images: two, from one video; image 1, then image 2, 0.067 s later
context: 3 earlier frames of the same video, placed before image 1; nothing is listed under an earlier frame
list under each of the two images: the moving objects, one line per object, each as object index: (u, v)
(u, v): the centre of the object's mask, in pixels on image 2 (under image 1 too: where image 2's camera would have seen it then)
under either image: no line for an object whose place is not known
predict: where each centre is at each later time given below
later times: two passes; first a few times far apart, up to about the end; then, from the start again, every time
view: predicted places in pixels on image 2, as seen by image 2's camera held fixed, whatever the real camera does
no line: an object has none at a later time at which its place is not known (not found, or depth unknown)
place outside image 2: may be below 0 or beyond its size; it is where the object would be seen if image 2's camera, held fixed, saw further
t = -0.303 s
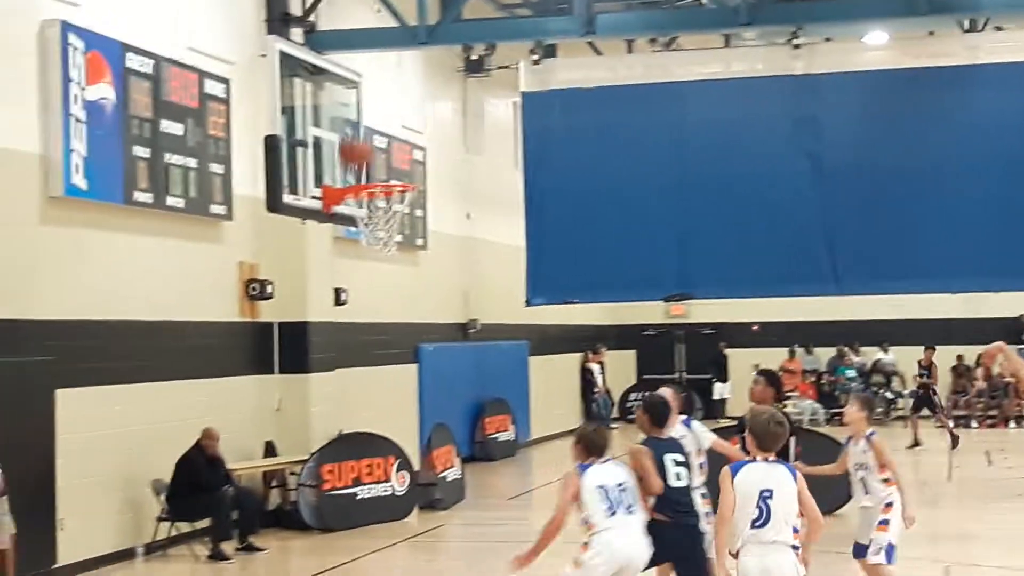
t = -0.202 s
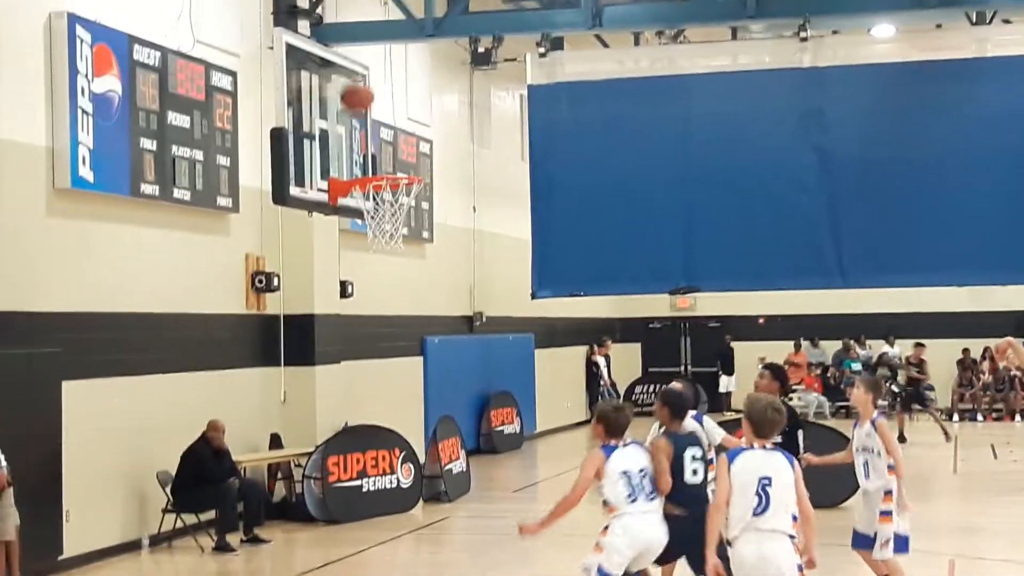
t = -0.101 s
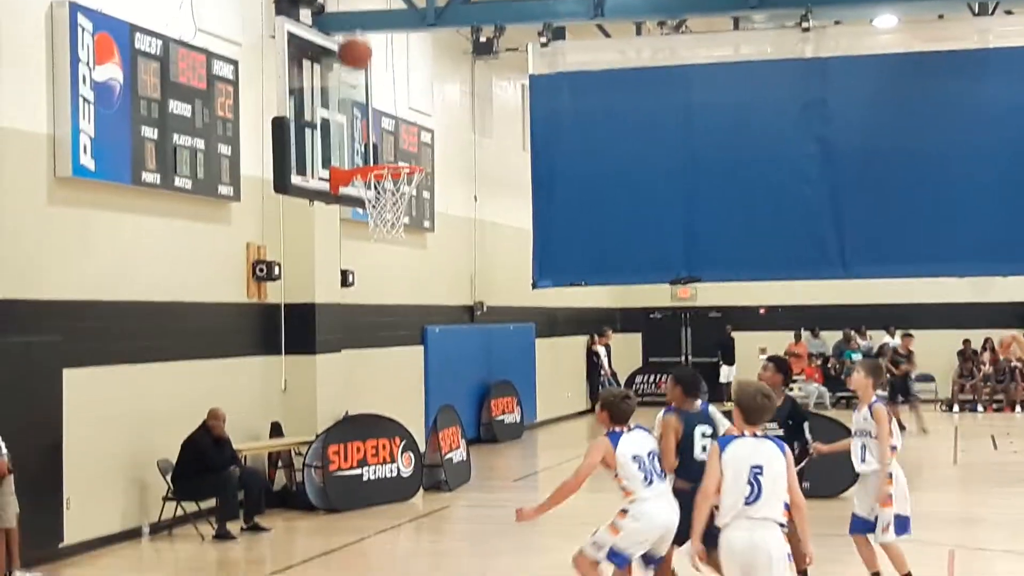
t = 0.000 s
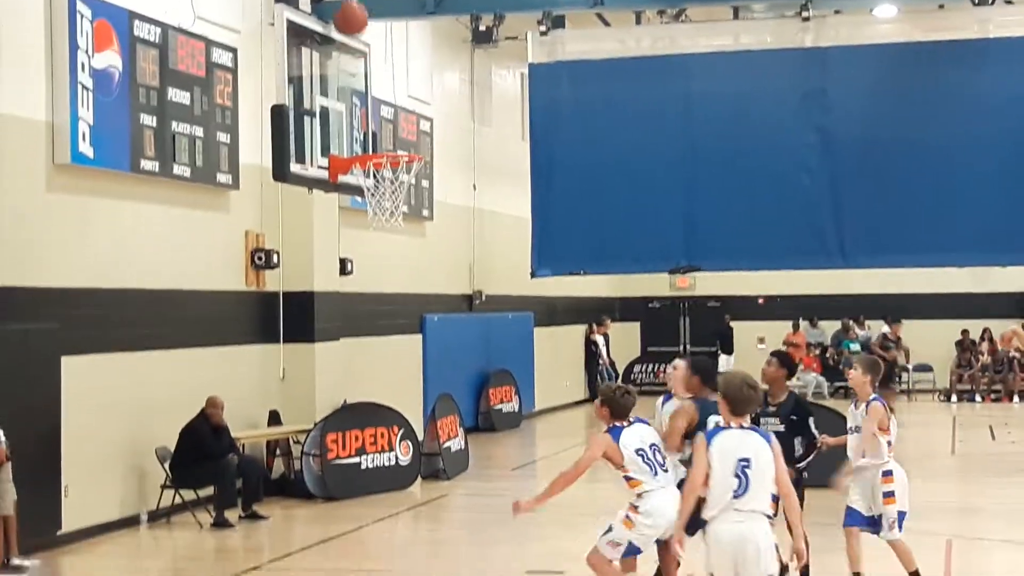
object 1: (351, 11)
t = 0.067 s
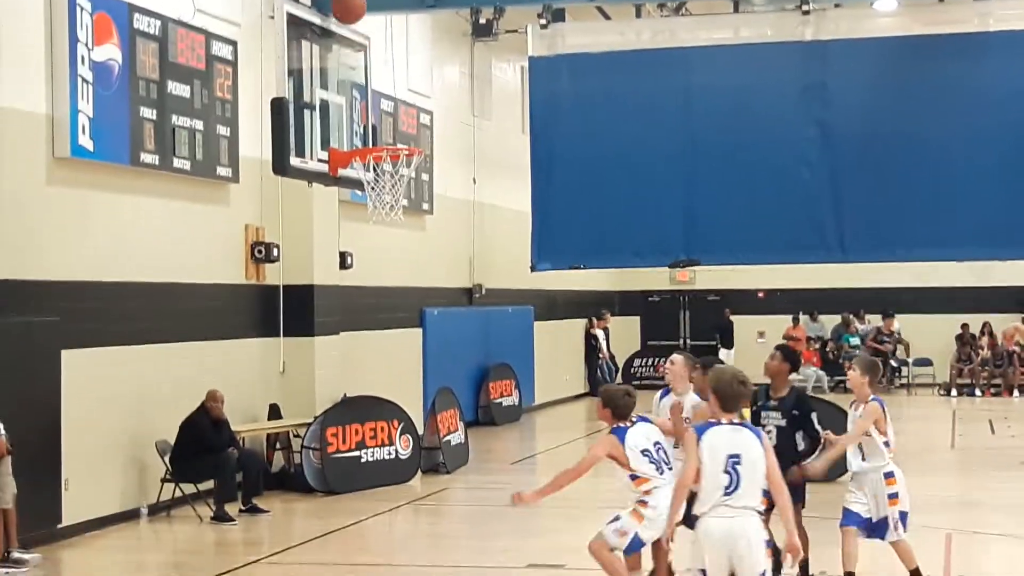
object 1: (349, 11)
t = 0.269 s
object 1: (343, 28)
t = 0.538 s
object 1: (336, 154)
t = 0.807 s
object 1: (393, 237)
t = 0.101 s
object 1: (348, 12)
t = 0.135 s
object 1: (346, 12)
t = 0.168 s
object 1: (345, 12)
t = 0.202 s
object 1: (344, 13)
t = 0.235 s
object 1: (343, 20)
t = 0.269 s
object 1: (343, 28)
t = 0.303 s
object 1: (341, 38)
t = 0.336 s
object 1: (340, 48)
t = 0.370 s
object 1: (339, 61)
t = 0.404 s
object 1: (339, 77)
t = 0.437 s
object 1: (338, 92)
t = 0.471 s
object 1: (337, 111)
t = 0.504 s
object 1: (335, 129)
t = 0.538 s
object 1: (336, 154)
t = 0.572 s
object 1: (338, 168)
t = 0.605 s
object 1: (346, 174)
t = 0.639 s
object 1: (353, 179)
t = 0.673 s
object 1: (361, 189)
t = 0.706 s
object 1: (369, 198)
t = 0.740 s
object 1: (377, 210)
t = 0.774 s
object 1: (385, 223)
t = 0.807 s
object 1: (393, 237)
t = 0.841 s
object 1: (401, 252)
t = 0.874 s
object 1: (409, 270)
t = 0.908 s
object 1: (418, 291)
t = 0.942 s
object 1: (427, 311)
